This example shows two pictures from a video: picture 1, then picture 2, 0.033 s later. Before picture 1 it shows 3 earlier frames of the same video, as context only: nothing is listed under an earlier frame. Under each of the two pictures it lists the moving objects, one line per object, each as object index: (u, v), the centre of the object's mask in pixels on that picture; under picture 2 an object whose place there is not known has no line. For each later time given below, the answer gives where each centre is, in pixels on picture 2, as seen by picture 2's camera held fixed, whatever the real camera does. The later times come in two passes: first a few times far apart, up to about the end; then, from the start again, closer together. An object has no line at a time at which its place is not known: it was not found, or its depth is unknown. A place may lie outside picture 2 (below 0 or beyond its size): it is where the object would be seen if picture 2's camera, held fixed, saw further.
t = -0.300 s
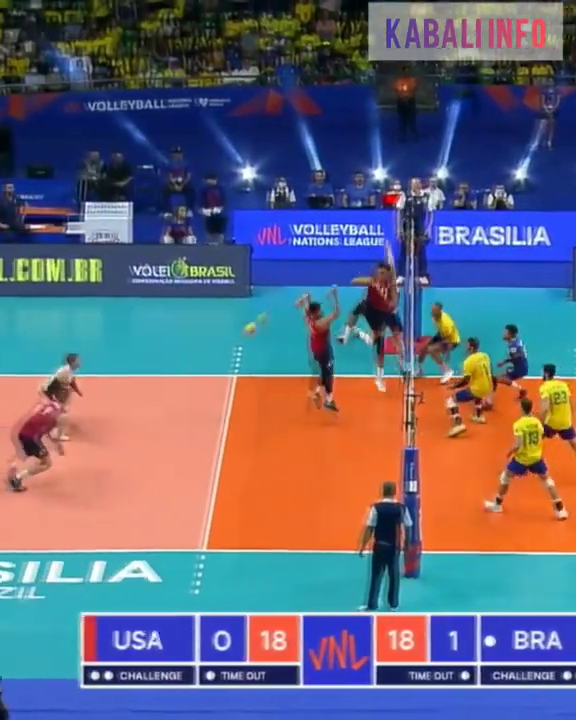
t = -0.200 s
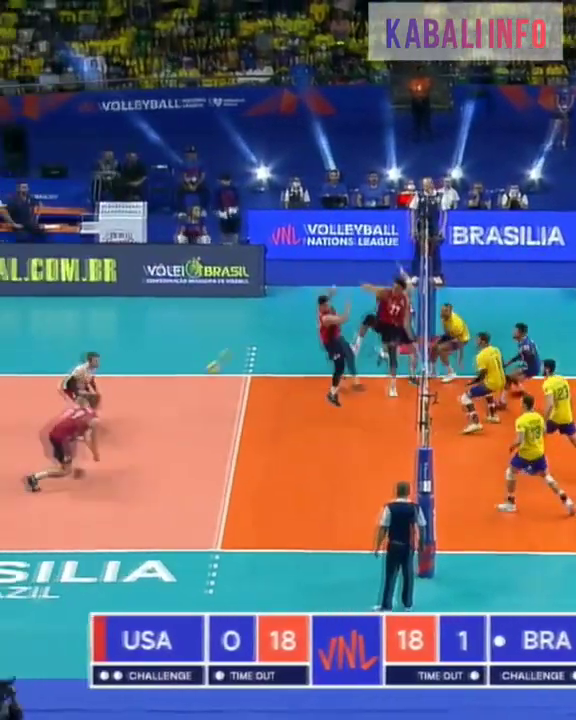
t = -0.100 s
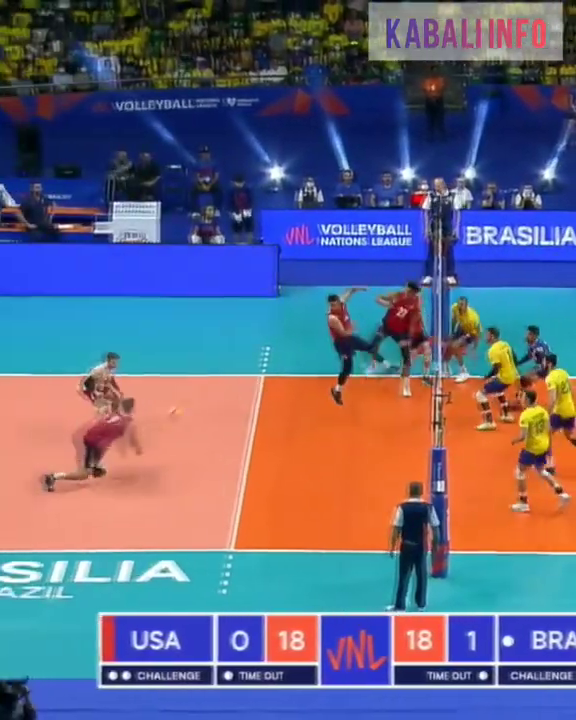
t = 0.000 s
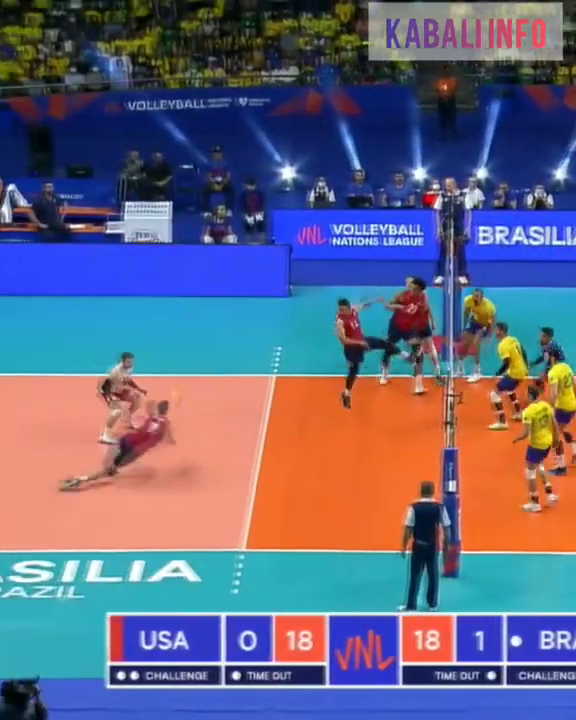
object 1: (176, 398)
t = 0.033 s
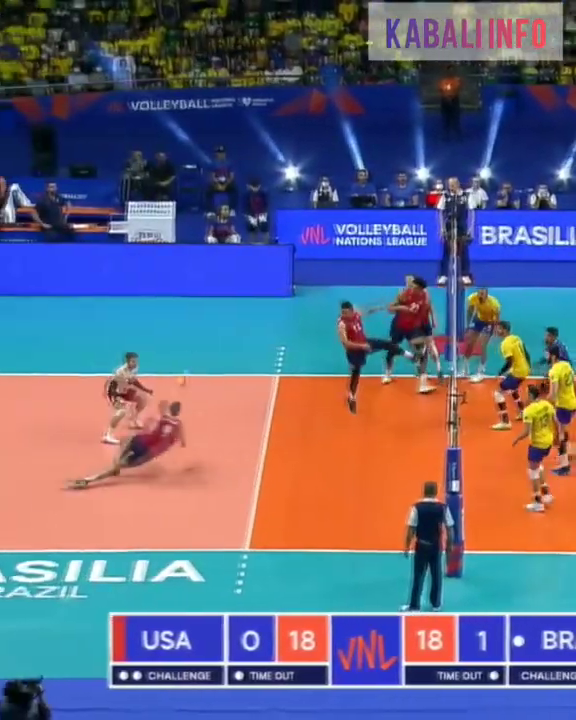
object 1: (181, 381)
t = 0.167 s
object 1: (206, 305)
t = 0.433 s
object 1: (250, 191)
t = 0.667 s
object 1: (283, 131)
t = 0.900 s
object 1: (318, 100)
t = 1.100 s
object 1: (346, 100)
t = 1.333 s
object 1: (379, 131)
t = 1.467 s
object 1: (399, 162)
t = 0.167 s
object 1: (206, 305)
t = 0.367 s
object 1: (241, 216)
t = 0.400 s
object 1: (244, 202)
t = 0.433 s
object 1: (250, 191)
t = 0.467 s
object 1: (254, 183)
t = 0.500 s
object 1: (259, 172)
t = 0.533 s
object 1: (264, 163)
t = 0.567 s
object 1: (266, 155)
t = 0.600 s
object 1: (273, 146)
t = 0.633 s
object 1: (280, 136)
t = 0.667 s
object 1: (283, 131)
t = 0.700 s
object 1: (289, 124)
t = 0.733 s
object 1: (293, 118)
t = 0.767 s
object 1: (299, 113)
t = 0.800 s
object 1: (303, 109)
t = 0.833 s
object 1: (308, 105)
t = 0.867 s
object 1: (312, 103)
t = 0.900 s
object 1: (318, 100)
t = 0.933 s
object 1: (322, 98)
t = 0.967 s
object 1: (328, 98)
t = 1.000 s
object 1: (331, 97)
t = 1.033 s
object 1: (337, 97)
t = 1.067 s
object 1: (341, 98)
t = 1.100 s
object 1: (346, 100)
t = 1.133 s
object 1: (351, 103)
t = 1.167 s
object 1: (356, 106)
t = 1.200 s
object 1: (361, 110)
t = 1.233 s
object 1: (365, 114)
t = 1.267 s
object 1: (370, 119)
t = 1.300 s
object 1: (374, 124)
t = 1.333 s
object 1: (379, 131)
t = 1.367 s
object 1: (384, 137)
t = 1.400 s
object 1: (389, 145)
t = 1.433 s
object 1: (394, 154)
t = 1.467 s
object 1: (399, 162)
